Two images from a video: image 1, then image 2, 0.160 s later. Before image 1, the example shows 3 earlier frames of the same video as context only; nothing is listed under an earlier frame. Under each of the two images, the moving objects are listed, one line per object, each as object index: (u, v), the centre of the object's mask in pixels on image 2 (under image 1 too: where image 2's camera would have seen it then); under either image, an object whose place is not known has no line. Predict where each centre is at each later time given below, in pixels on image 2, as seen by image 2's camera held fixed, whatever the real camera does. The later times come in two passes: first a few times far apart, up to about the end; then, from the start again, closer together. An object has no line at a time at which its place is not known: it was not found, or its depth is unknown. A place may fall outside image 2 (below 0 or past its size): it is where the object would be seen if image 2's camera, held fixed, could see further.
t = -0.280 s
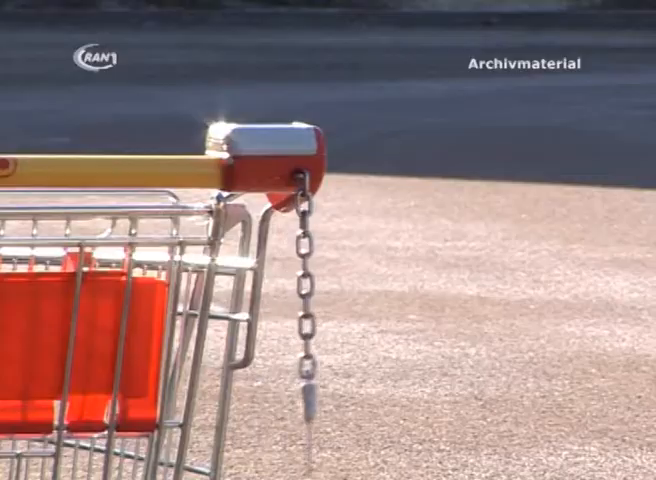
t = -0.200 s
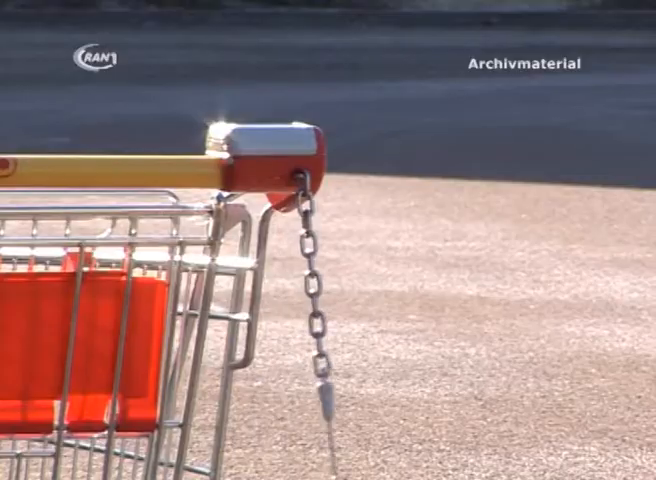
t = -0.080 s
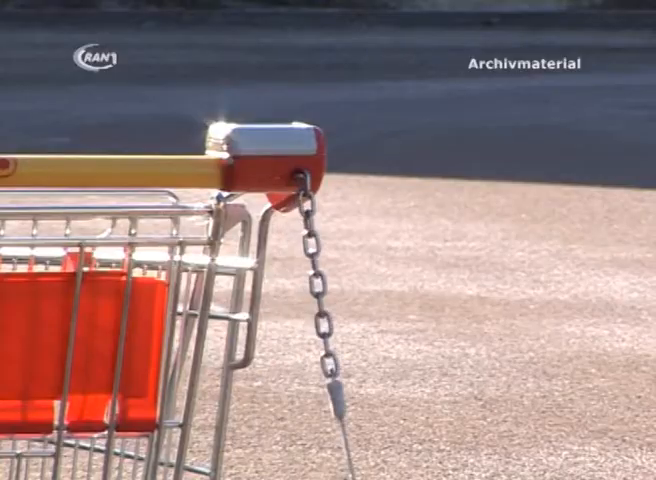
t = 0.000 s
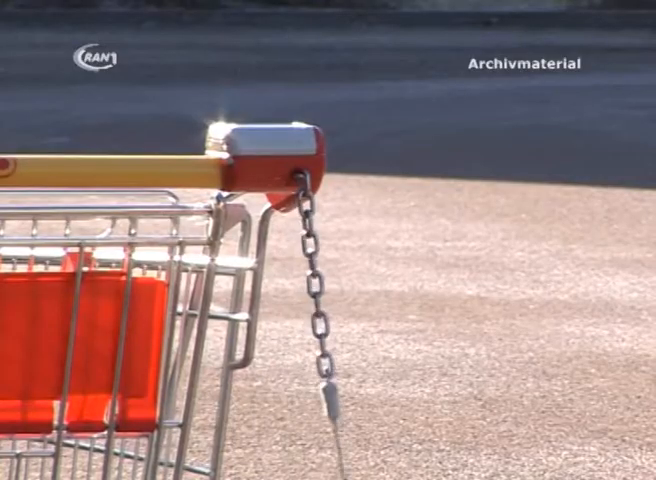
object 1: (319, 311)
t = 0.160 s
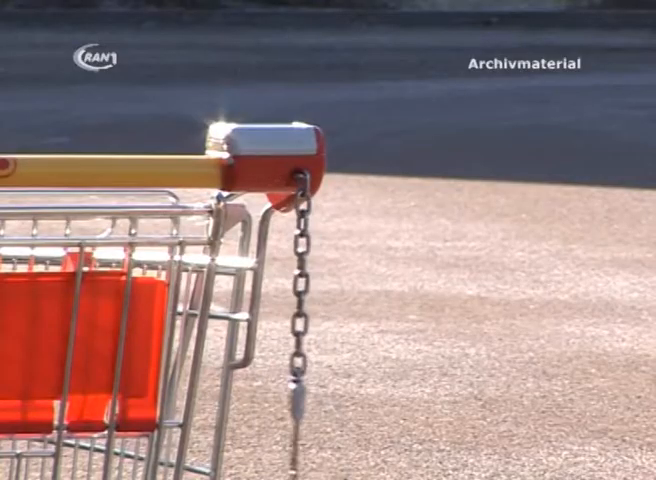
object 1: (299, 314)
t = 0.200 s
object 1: (294, 314)
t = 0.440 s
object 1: (291, 314)
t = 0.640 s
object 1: (317, 318)
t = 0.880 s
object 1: (316, 317)
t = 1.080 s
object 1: (290, 323)
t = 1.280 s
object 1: (289, 324)
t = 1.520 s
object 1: (319, 323)
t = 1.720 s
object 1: (316, 327)
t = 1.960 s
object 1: (286, 331)
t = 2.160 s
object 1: (294, 332)
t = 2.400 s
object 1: (324, 333)
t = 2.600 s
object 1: (311, 333)
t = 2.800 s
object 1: (285, 337)
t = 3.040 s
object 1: (300, 334)
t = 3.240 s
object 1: (323, 333)
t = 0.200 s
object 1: (294, 314)
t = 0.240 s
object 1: (290, 314)
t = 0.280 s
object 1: (287, 314)
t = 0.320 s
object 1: (286, 313)
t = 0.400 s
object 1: (287, 314)
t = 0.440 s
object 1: (291, 314)
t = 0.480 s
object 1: (295, 312)
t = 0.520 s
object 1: (300, 316)
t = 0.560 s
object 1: (306, 317)
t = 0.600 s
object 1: (311, 316)
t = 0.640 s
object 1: (317, 318)
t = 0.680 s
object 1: (320, 312)
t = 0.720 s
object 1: (322, 314)
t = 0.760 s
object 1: (323, 315)
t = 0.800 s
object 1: (322, 315)
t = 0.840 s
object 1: (320, 314)
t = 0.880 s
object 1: (316, 317)
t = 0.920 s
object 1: (311, 317)
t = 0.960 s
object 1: (306, 319)
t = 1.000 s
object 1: (300, 318)
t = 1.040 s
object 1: (295, 321)
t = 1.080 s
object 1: (290, 323)
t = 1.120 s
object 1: (286, 323)
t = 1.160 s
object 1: (284, 323)
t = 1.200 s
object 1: (284, 324)
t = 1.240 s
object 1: (286, 324)
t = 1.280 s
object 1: (289, 324)
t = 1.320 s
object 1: (294, 325)
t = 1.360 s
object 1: (299, 326)
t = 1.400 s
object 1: (305, 327)
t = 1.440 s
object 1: (310, 323)
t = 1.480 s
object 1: (315, 325)
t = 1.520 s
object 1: (319, 323)
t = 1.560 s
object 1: (322, 324)
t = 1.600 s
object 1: (323, 325)
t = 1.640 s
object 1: (322, 325)
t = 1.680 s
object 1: (320, 325)
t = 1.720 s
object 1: (316, 327)
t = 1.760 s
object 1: (311, 326)
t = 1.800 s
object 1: (306, 328)
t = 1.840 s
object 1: (300, 330)
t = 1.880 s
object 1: (295, 329)
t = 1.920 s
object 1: (290, 330)
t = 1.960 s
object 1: (286, 331)
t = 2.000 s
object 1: (284, 331)
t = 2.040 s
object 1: (284, 333)
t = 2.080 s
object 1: (286, 333)
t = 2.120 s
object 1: (289, 333)
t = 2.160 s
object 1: (294, 332)
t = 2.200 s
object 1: (299, 332)
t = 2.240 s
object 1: (305, 333)
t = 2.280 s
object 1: (311, 333)
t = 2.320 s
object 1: (316, 333)
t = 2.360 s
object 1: (320, 332)
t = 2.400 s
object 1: (324, 333)
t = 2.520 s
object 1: (321, 334)
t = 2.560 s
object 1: (317, 334)
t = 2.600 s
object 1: (311, 333)
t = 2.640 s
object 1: (306, 333)
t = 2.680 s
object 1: (300, 335)
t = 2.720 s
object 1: (294, 335)
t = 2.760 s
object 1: (289, 336)
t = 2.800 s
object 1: (285, 337)
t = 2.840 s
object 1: (284, 338)
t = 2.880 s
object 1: (284, 337)
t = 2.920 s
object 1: (285, 337)
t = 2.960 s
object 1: (289, 336)
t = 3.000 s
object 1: (294, 336)
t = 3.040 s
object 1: (300, 334)
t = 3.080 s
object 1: (306, 334)
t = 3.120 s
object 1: (311, 333)
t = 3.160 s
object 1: (316, 335)
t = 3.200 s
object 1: (320, 333)
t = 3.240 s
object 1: (323, 333)
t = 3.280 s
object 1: (324, 334)
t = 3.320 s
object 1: (324, 333)
